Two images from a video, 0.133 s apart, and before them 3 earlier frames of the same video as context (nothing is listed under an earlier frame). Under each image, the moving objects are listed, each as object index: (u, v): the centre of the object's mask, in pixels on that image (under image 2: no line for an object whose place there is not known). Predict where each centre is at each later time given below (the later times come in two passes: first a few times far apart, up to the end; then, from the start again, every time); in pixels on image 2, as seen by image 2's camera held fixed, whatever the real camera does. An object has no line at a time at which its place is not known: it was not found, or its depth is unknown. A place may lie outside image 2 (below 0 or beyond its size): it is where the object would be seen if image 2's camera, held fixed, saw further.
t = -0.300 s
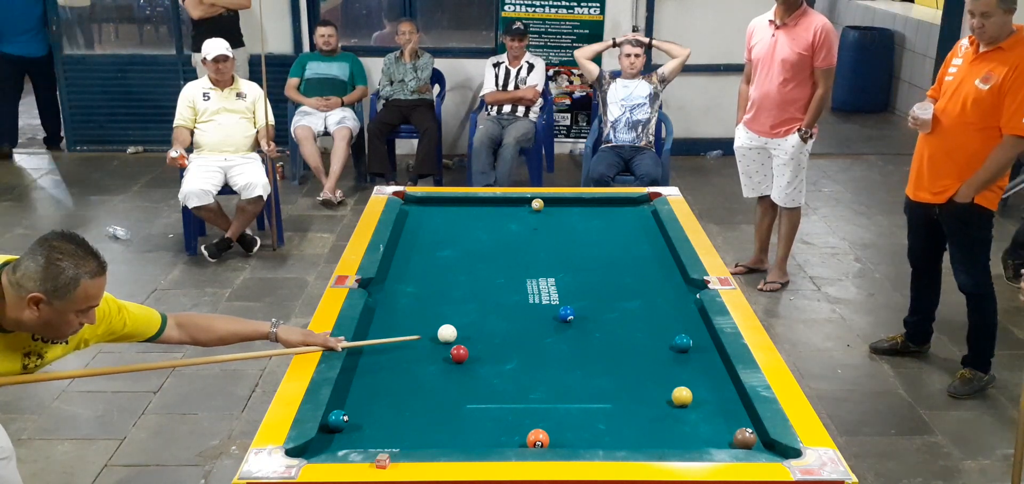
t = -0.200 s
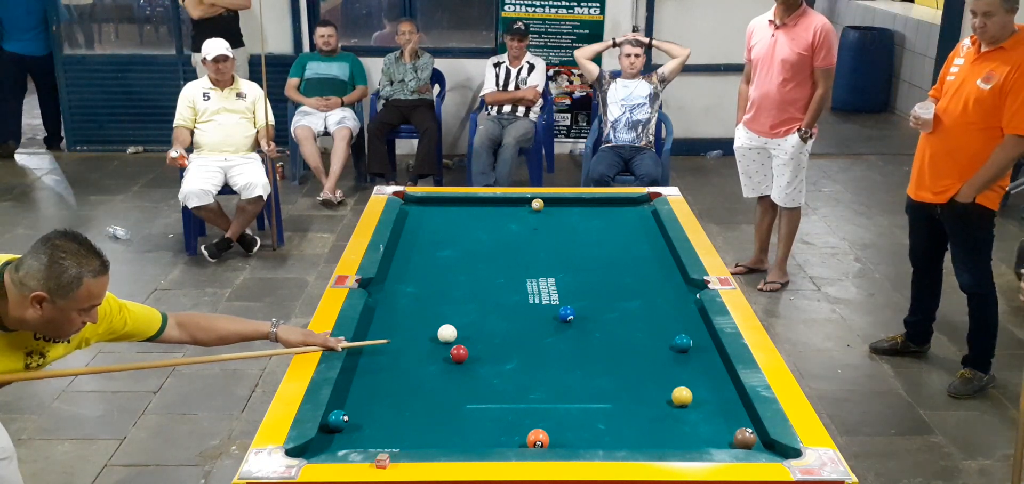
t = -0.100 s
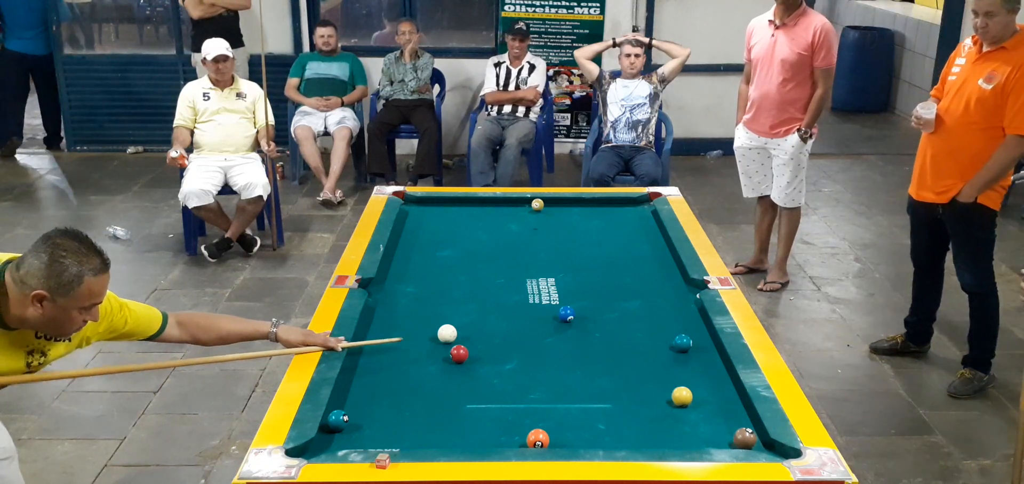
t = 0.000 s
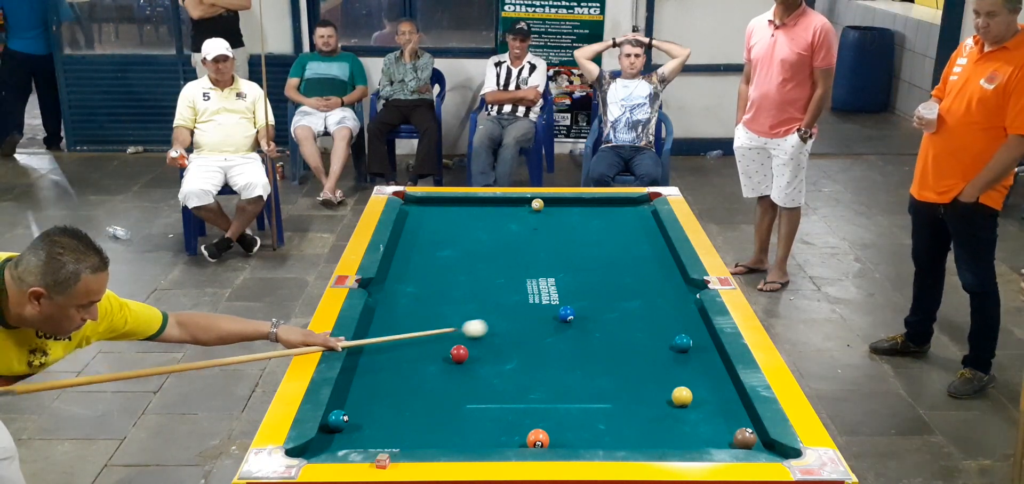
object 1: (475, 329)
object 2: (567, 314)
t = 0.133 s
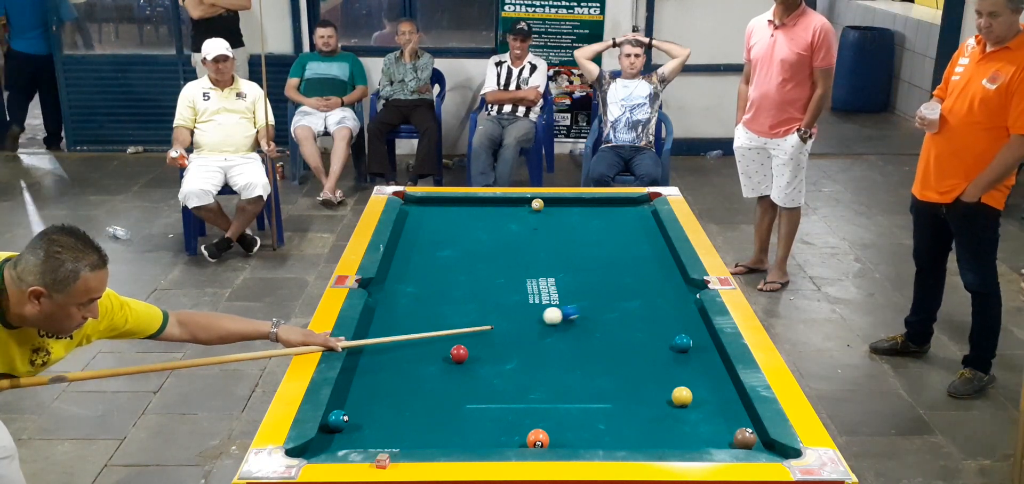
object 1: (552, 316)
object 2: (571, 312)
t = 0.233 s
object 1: (569, 316)
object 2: (618, 303)
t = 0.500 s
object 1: (628, 310)
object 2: (697, 287)
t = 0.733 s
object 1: (675, 306)
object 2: (699, 288)
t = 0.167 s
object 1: (557, 316)
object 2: (587, 309)
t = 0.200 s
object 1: (563, 316)
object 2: (603, 306)
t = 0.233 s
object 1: (569, 316)
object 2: (618, 303)
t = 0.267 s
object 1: (576, 315)
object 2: (632, 300)
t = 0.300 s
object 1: (584, 314)
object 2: (646, 297)
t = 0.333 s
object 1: (592, 314)
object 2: (658, 295)
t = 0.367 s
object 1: (599, 313)
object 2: (668, 293)
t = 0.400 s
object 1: (606, 312)
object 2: (679, 290)
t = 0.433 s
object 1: (613, 312)
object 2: (691, 287)
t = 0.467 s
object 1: (620, 311)
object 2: (698, 286)
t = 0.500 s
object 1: (628, 310)
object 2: (697, 287)
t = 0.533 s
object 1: (635, 310)
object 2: (697, 288)
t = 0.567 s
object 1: (641, 309)
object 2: (698, 289)
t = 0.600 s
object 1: (648, 309)
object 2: (698, 289)
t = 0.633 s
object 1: (655, 308)
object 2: (697, 289)
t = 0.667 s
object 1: (662, 307)
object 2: (697, 289)
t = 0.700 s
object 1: (668, 307)
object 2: (698, 288)
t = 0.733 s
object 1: (675, 306)
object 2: (699, 288)
